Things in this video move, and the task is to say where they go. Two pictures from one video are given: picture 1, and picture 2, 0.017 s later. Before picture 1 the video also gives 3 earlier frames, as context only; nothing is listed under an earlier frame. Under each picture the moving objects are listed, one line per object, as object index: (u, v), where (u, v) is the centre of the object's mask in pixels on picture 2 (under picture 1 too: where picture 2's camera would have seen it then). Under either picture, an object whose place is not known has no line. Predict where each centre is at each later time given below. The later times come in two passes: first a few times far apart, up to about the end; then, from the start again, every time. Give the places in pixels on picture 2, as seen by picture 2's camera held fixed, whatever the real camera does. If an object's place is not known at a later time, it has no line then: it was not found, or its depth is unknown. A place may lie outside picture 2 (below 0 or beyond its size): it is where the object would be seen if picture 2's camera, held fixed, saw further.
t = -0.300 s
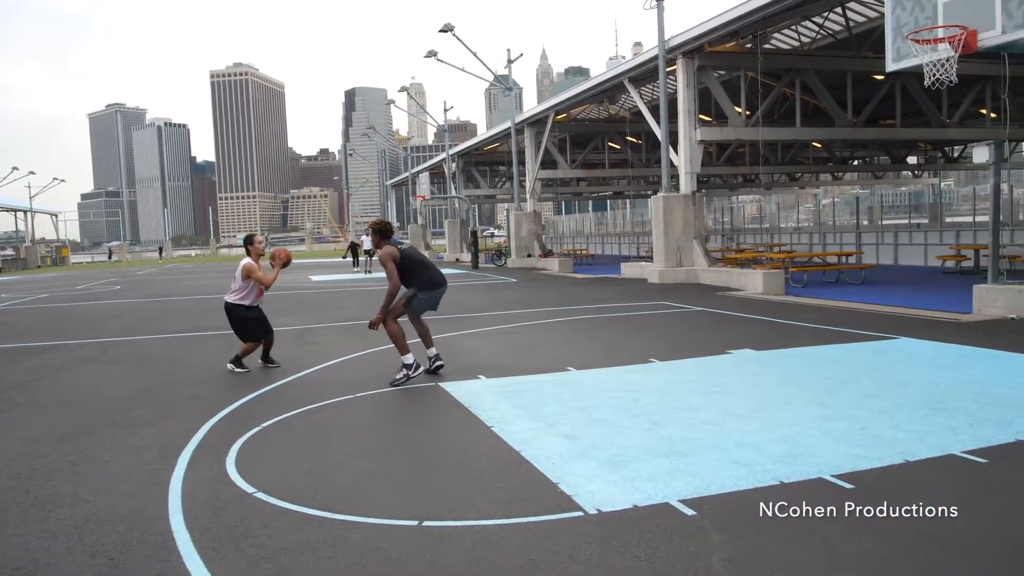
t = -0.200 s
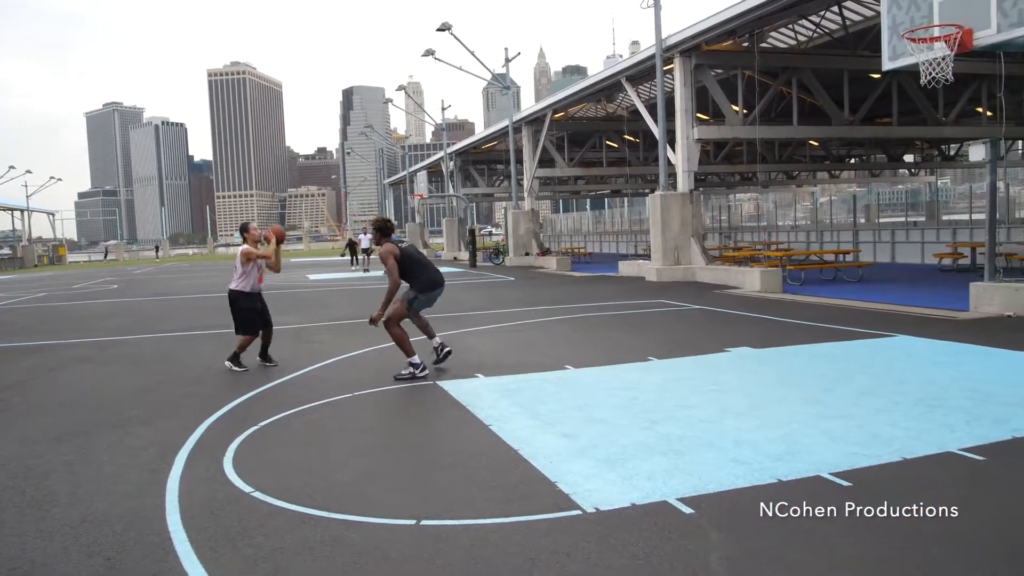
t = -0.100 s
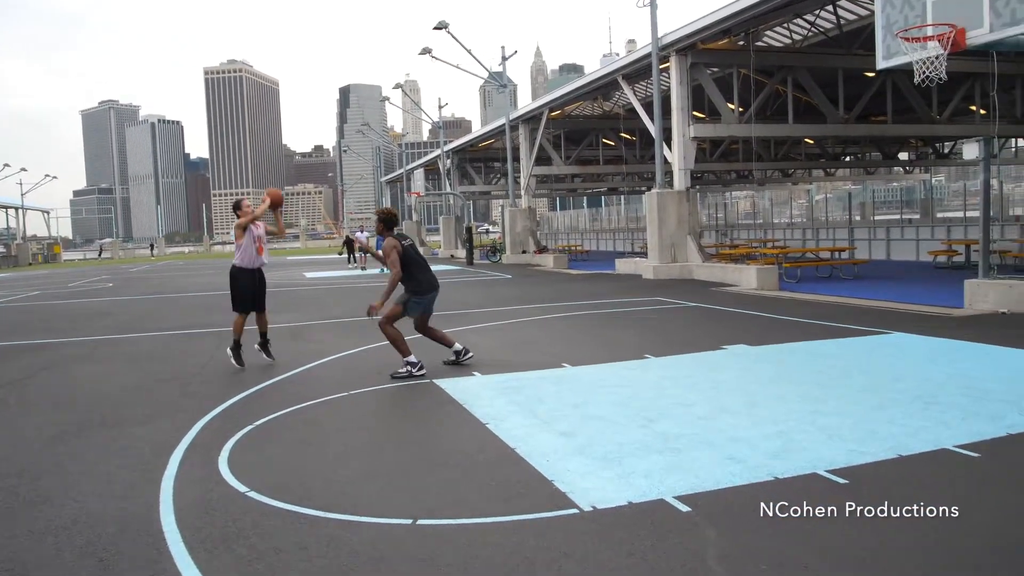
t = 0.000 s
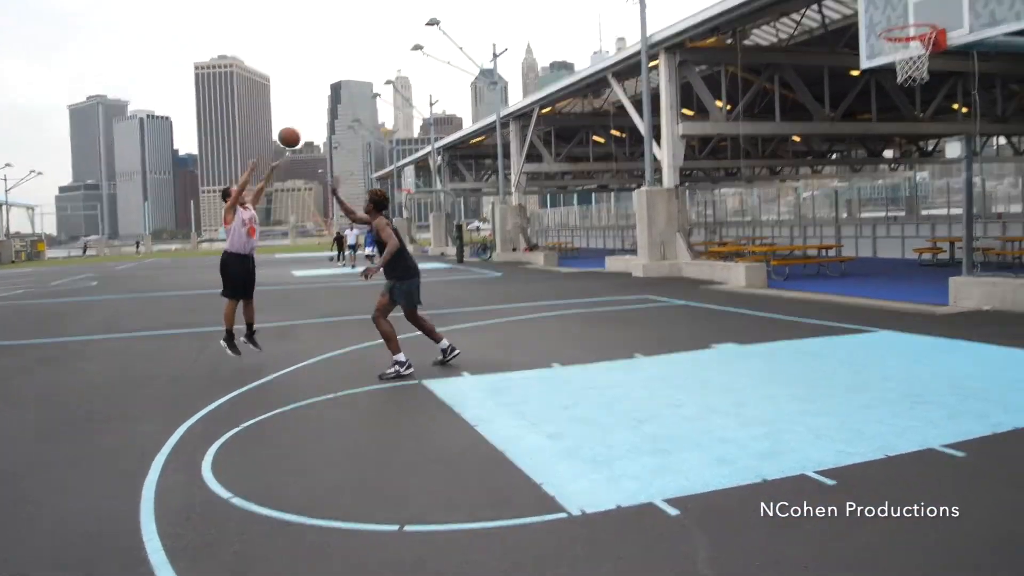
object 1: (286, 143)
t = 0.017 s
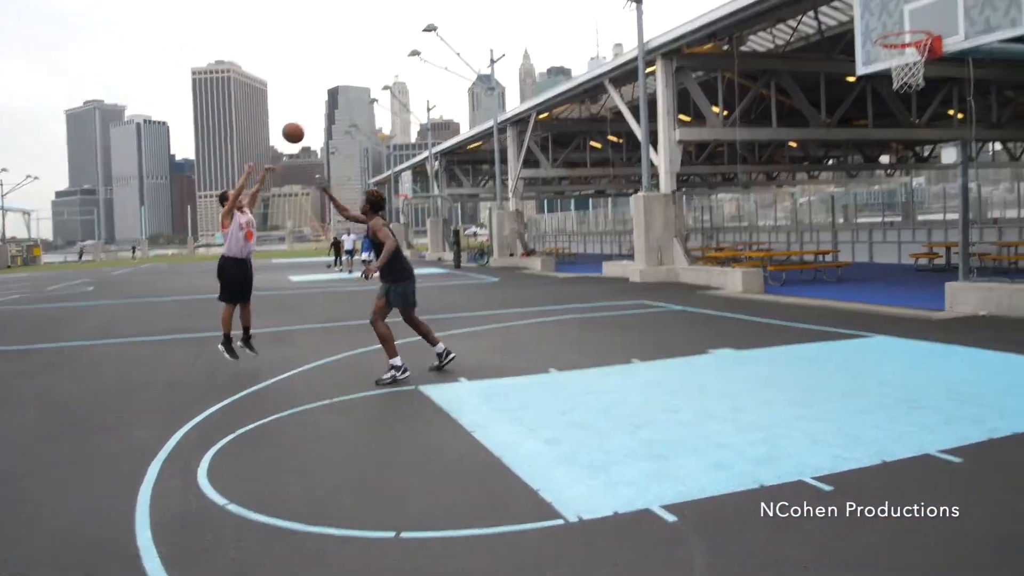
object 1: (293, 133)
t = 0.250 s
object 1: (394, 15)
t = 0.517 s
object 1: (519, -66)
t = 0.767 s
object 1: (644, -81)
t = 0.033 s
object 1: (300, 123)
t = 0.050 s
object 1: (307, 113)
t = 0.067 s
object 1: (314, 103)
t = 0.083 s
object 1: (322, 94)
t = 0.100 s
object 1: (329, 85)
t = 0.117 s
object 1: (336, 76)
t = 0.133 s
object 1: (343, 68)
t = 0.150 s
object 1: (350, 59)
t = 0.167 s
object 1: (358, 51)
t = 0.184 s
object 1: (365, 44)
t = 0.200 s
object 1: (372, 36)
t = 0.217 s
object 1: (380, 28)
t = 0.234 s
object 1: (387, 21)
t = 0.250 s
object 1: (394, 15)
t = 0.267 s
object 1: (402, 8)
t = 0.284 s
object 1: (410, 2)
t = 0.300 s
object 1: (417, -4)
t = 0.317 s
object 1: (425, -10)
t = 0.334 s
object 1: (433, -16)
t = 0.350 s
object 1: (440, -22)
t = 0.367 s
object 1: (448, -27)
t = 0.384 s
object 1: (456, -32)
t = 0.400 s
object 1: (464, -37)
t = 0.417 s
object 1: (472, -42)
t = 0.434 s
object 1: (479, -47)
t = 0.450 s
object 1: (487, -51)
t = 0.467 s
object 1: (495, -55)
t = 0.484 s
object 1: (502, -59)
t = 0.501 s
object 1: (511, -63)
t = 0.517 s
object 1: (519, -66)
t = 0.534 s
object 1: (527, -69)
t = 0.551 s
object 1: (535, -72)
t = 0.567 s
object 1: (543, -75)
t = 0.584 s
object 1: (552, -77)
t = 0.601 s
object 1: (560, -79)
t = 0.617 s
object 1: (568, -81)
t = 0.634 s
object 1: (577, -82)
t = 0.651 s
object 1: (585, -83)
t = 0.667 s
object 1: (594, -83)
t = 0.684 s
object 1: (602, -84)
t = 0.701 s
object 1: (610, -83)
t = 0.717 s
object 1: (619, -84)
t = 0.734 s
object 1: (627, -83)
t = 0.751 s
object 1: (636, -83)
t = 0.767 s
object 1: (644, -81)
